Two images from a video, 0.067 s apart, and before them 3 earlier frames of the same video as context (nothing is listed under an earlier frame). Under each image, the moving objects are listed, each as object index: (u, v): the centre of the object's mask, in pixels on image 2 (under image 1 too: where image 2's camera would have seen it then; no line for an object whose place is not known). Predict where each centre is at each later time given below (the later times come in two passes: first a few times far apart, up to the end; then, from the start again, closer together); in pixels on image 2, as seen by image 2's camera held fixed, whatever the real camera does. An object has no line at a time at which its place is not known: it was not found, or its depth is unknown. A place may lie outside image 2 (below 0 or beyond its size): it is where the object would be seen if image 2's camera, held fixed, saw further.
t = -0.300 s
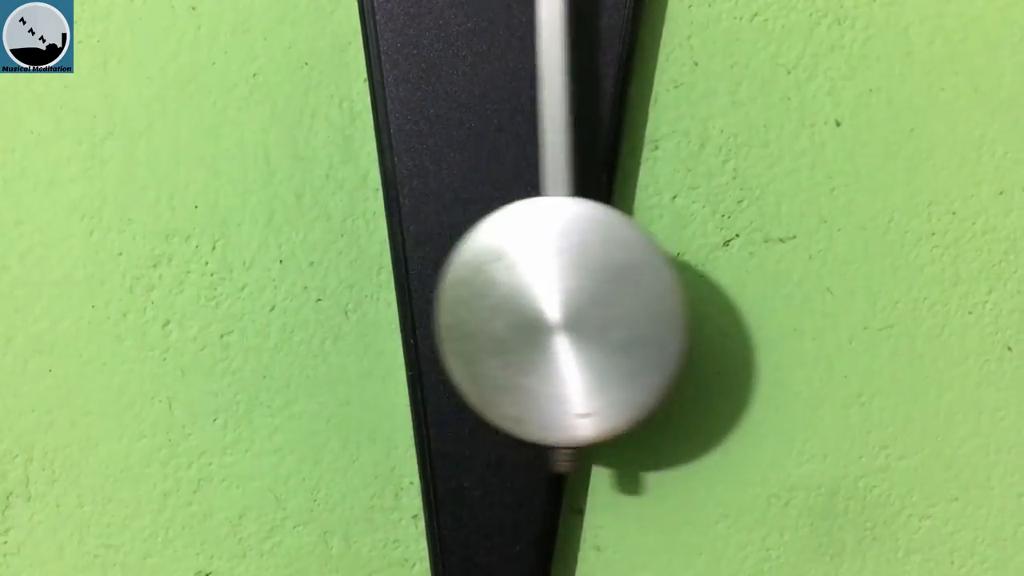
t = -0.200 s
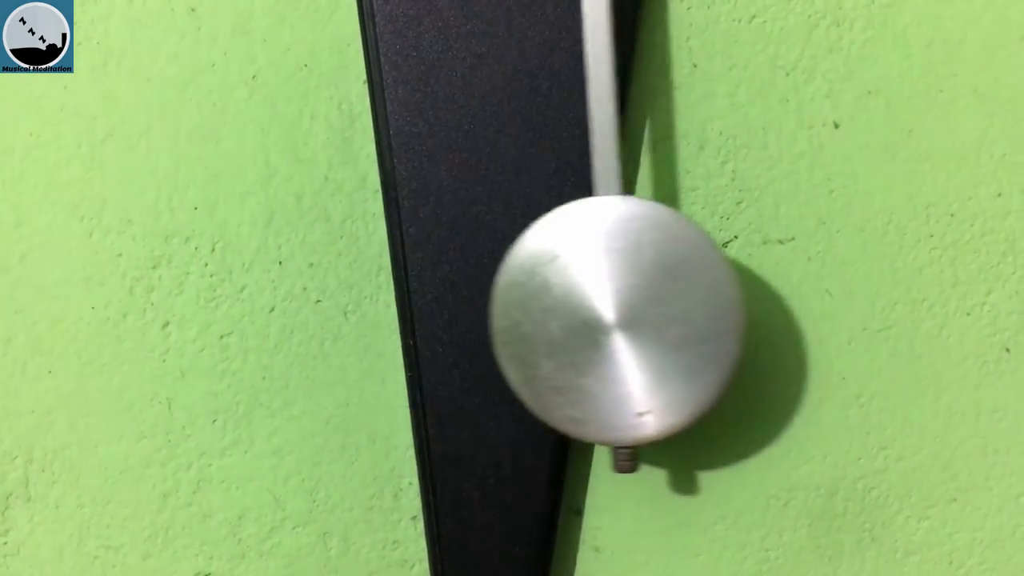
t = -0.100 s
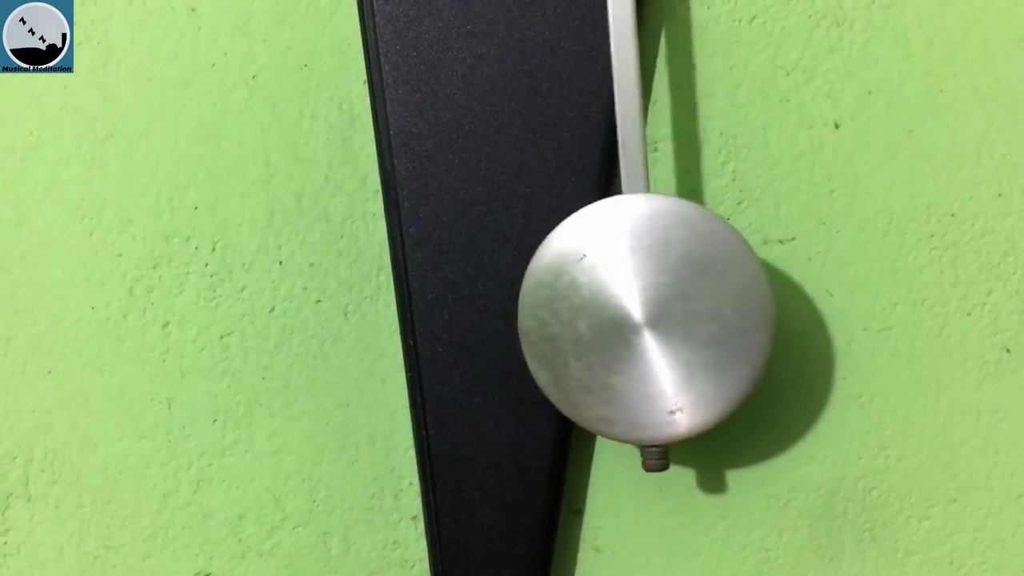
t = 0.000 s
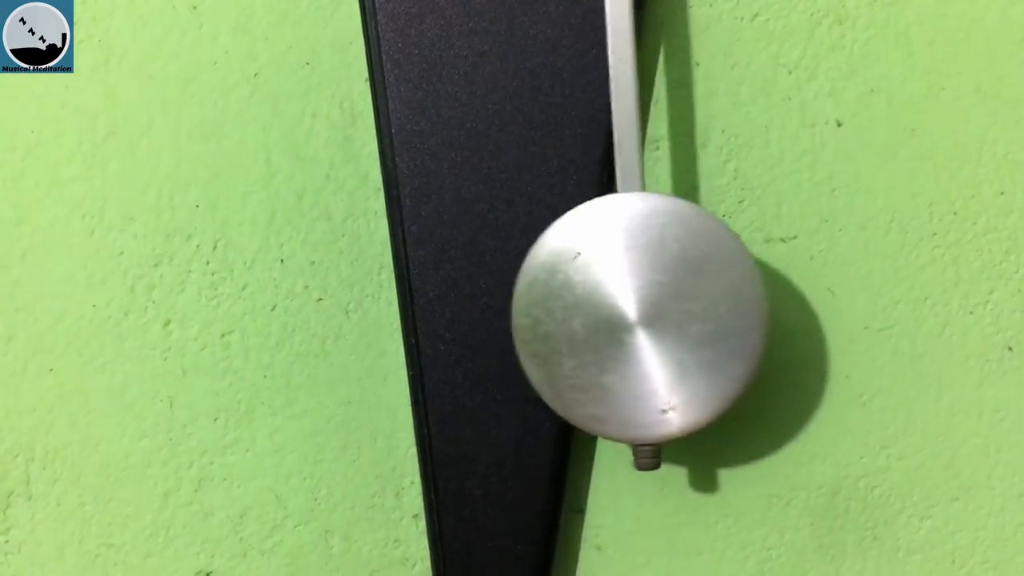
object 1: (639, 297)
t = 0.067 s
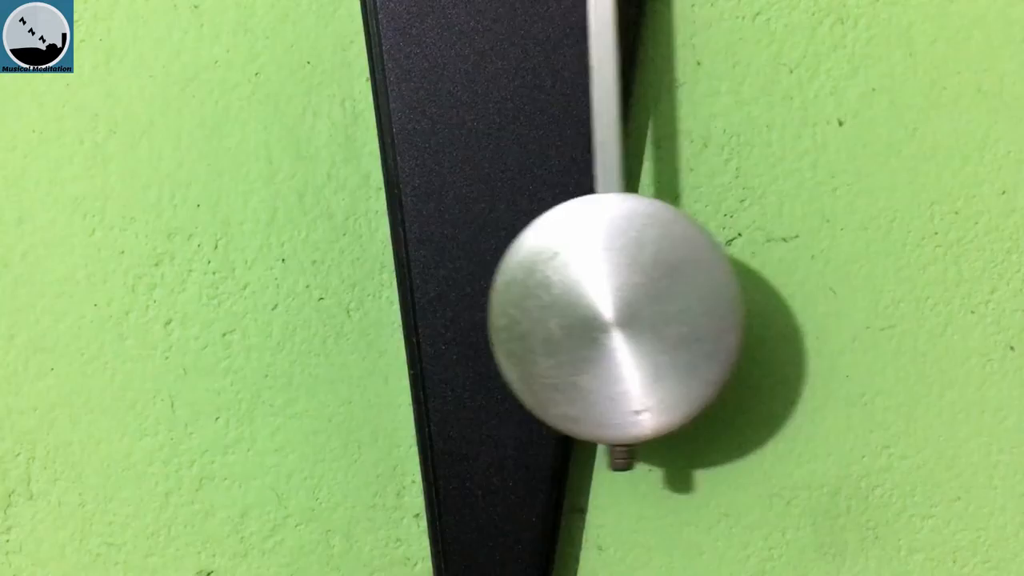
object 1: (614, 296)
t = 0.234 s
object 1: (514, 293)
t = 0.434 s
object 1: (408, 292)
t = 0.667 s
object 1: (436, 296)
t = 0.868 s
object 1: (559, 296)
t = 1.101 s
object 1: (642, 295)
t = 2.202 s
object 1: (631, 294)
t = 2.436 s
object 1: (603, 294)
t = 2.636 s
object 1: (481, 297)
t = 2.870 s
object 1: (391, 299)
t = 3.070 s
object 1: (464, 294)
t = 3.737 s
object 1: (525, 299)
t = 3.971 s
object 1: (398, 296)
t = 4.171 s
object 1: (422, 292)
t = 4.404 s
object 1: (564, 295)
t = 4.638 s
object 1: (647, 299)
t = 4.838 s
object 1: (573, 296)
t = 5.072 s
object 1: (434, 290)
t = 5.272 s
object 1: (406, 292)
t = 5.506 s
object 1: (519, 297)
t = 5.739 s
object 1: (635, 298)
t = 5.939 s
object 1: (606, 294)
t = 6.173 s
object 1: (471, 291)
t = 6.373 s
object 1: (397, 294)
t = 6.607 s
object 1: (473, 296)
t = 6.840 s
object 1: (608, 295)
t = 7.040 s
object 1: (628, 294)
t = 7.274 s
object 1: (513, 292)
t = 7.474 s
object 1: (411, 292)
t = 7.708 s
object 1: (438, 291)
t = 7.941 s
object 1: (578, 290)
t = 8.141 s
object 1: (645, 291)
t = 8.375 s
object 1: (562, 290)
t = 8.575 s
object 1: (439, 290)
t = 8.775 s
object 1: (398, 291)
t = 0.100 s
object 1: (597, 295)
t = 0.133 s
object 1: (577, 296)
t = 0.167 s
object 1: (556, 295)
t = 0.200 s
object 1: (535, 295)
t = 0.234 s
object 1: (514, 293)
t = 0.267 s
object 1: (492, 294)
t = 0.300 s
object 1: (472, 293)
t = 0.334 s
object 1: (452, 292)
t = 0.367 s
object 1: (435, 292)
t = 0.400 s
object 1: (420, 292)
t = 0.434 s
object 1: (408, 292)
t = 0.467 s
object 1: (400, 294)
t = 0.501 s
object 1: (396, 295)
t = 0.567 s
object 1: (401, 295)
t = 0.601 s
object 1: (409, 295)
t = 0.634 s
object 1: (421, 296)
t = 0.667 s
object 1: (436, 296)
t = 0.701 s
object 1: (454, 297)
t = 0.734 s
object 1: (473, 297)
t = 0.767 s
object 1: (494, 297)
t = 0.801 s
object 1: (516, 297)
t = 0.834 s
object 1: (538, 297)
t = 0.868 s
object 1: (559, 296)
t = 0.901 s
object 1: (579, 297)
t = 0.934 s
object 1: (597, 297)
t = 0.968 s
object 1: (613, 296)
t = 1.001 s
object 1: (626, 296)
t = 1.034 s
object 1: (635, 296)
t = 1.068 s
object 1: (641, 296)
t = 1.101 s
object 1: (642, 295)
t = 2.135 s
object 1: (606, 296)
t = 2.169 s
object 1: (619, 294)
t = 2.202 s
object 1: (631, 294)
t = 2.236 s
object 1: (638, 294)
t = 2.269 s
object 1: (641, 294)
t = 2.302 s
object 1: (641, 293)
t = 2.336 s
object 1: (637, 293)
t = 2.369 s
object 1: (629, 293)
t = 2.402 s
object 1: (618, 293)
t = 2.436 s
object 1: (603, 294)
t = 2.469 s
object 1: (585, 295)
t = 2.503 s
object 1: (566, 295)
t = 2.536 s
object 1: (545, 297)
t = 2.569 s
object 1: (523, 296)
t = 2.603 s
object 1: (503, 297)
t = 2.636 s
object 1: (481, 297)
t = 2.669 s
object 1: (460, 298)
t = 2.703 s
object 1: (440, 298)
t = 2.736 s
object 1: (423, 298)
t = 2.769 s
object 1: (409, 298)
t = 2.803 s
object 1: (399, 298)
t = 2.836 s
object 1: (393, 299)
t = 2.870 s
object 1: (391, 299)
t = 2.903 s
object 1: (394, 298)
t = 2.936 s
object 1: (401, 298)
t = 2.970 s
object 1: (412, 298)
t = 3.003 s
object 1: (426, 297)
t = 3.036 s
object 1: (444, 296)
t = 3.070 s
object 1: (464, 294)
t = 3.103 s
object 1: (484, 295)
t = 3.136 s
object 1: (506, 294)
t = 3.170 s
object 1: (528, 294)
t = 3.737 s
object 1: (525, 299)
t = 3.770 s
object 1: (502, 299)
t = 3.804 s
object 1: (480, 299)
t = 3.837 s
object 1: (459, 298)
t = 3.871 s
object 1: (438, 297)
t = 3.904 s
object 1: (422, 297)
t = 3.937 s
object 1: (408, 297)
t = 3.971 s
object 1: (398, 296)
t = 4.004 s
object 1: (392, 295)
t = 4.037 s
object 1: (390, 295)
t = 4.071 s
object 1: (392, 294)
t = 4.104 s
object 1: (398, 293)
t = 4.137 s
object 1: (408, 293)
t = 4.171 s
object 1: (422, 292)
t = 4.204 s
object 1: (438, 292)
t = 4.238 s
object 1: (456, 293)
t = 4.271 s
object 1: (477, 293)
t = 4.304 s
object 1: (498, 294)
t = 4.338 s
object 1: (520, 295)
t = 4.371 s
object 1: (542, 295)
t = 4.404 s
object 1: (564, 295)
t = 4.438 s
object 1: (585, 296)
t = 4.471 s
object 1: (603, 297)
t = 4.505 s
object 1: (619, 297)
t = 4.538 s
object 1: (632, 297)
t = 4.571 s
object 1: (641, 298)
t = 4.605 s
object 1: (646, 298)
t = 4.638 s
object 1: (647, 299)
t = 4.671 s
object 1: (644, 298)
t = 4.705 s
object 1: (636, 299)
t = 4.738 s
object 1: (625, 298)
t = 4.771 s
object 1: (610, 298)
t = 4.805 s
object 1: (592, 297)
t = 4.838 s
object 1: (573, 296)
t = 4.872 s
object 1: (552, 296)
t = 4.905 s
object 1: (530, 295)
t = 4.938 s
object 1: (510, 294)
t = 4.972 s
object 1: (488, 293)
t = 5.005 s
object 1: (469, 292)
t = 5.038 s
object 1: (451, 291)
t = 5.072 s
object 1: (434, 290)
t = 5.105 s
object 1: (421, 290)
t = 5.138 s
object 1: (411, 290)
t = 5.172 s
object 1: (404, 291)
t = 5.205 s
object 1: (401, 291)
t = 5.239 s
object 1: (401, 290)
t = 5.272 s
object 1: (406, 292)
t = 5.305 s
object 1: (414, 293)
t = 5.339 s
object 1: (426, 293)
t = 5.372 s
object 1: (440, 294)
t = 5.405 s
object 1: (458, 296)
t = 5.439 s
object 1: (477, 297)
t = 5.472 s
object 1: (498, 297)
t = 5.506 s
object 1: (519, 297)
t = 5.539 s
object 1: (539, 299)
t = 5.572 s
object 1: (561, 299)
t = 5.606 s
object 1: (581, 299)
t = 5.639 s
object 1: (599, 299)
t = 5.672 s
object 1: (614, 299)
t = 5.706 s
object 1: (627, 298)
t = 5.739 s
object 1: (635, 298)
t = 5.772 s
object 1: (640, 297)
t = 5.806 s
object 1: (641, 297)
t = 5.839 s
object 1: (638, 296)
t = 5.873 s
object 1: (631, 295)
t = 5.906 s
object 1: (620, 295)
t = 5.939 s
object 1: (606, 294)
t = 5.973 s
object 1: (590, 293)
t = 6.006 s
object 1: (571, 292)
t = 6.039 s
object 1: (552, 292)
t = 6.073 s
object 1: (531, 292)
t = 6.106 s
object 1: (511, 292)
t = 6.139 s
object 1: (491, 292)
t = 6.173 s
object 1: (471, 291)
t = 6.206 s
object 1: (452, 290)
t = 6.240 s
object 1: (436, 288)
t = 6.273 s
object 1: (420, 293)
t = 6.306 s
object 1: (409, 293)
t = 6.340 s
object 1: (401, 293)
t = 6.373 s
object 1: (397, 294)
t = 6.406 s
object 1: (397, 295)
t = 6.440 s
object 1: (401, 295)
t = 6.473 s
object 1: (409, 296)
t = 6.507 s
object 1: (420, 297)
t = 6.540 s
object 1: (435, 296)
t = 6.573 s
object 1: (453, 296)
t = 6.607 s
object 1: (473, 296)
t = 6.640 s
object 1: (493, 297)
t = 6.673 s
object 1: (515, 296)
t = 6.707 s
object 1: (535, 297)
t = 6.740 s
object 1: (555, 296)
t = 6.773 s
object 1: (575, 295)
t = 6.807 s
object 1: (593, 295)
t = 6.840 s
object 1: (608, 295)
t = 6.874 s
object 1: (621, 294)
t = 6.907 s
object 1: (630, 295)
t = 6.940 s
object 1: (635, 295)
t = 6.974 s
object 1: (637, 294)
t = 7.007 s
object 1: (635, 294)
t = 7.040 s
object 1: (628, 294)
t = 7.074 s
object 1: (618, 294)
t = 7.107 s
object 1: (606, 294)
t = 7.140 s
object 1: (590, 293)
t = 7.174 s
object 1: (572, 293)
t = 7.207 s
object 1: (553, 293)
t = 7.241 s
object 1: (533, 293)
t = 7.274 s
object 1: (513, 292)
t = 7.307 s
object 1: (492, 293)
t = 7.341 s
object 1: (473, 293)
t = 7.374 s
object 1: (454, 292)
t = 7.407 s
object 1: (436, 292)
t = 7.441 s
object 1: (422, 293)
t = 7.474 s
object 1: (411, 292)
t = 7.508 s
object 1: (403, 292)
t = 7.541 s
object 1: (400, 292)
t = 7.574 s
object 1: (401, 291)
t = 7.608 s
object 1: (405, 291)
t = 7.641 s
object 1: (413, 292)
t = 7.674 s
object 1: (424, 291)
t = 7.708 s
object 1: (438, 291)
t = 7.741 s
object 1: (456, 290)
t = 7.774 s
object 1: (475, 289)
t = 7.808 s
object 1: (496, 288)
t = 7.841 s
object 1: (517, 288)
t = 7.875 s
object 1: (536, 291)
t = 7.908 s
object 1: (558, 290)
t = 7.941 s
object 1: (578, 290)
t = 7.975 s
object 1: (596, 290)
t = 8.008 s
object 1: (612, 290)
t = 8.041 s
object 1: (626, 290)
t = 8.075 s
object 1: (636, 290)
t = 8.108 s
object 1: (642, 290)
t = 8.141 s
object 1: (645, 291)
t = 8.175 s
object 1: (643, 291)
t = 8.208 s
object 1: (638, 291)
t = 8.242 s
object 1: (628, 291)
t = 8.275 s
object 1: (615, 291)
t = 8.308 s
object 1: (600, 291)
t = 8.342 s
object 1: (581, 291)
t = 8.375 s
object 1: (562, 290)
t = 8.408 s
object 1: (540, 291)
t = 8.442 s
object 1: (520, 288)
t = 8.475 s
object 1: (500, 288)
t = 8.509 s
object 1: (479, 289)
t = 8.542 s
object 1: (459, 290)
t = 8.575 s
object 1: (439, 290)
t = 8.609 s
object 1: (424, 290)
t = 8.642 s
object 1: (411, 291)
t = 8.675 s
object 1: (402, 291)
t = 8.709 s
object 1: (397, 291)
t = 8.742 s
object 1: (395, 291)
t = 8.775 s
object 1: (398, 291)
